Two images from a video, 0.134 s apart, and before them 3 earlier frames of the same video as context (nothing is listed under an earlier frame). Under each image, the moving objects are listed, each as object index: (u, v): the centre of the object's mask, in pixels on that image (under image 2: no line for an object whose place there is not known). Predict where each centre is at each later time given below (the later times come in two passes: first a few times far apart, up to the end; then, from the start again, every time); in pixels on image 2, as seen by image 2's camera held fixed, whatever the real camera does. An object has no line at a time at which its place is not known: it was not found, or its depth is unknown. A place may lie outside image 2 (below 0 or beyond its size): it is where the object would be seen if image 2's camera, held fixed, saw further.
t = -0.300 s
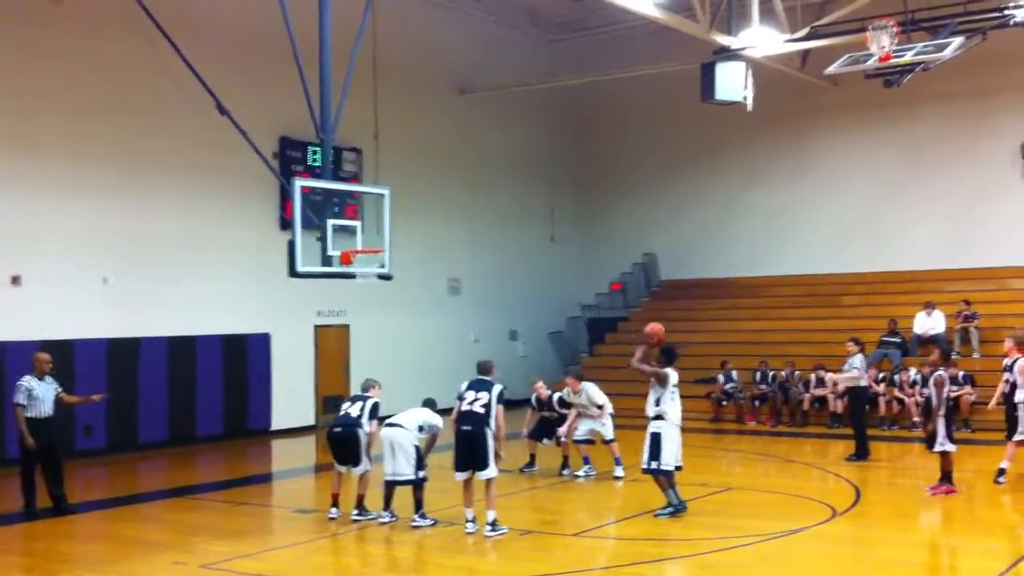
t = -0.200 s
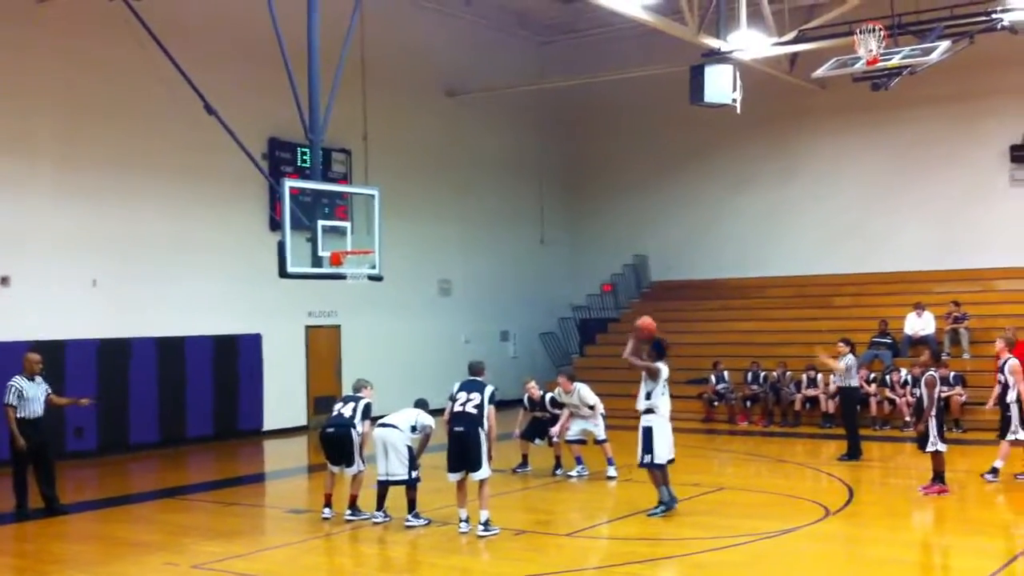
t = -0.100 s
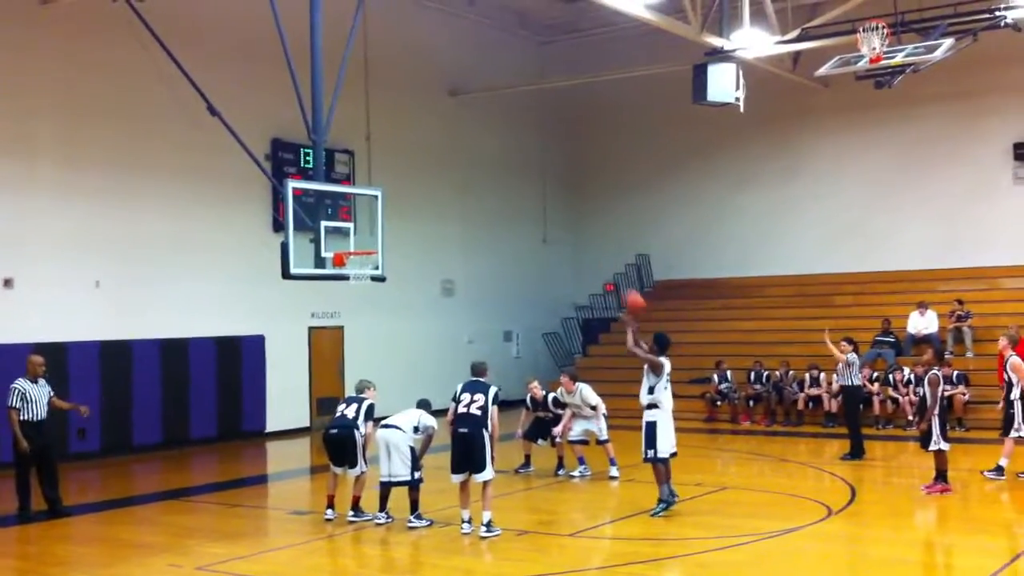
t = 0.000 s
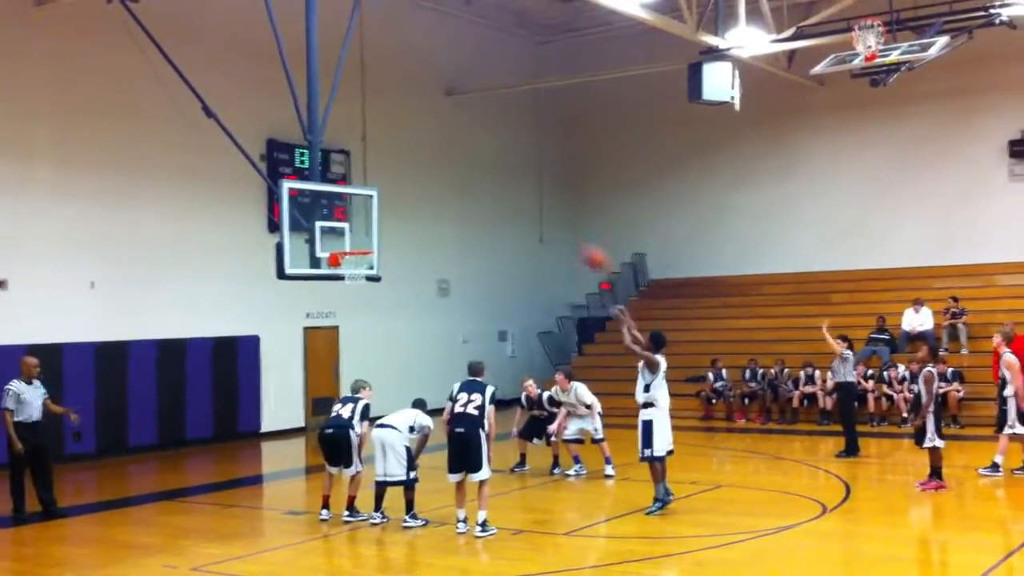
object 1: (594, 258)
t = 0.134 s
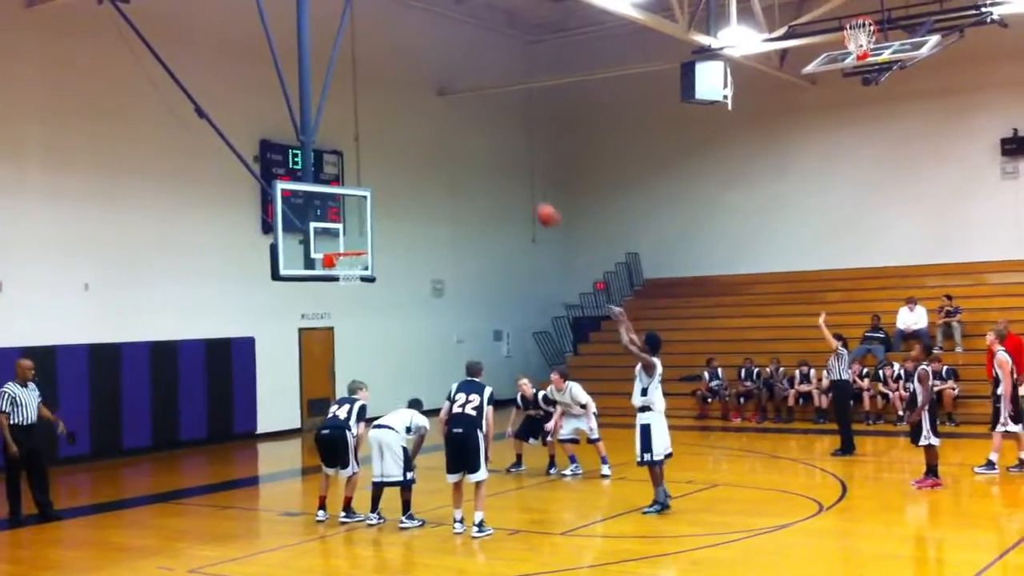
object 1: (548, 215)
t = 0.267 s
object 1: (507, 188)
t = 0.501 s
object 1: (443, 178)
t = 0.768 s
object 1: (379, 216)
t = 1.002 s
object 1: (340, 268)
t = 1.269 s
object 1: (351, 277)
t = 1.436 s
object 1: (360, 308)
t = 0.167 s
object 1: (536, 207)
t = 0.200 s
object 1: (525, 200)
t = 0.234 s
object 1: (515, 193)
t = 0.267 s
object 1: (507, 188)
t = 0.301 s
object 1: (497, 184)
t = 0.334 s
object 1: (487, 180)
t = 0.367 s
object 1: (479, 178)
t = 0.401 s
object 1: (469, 177)
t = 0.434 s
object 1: (460, 176)
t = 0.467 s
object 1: (453, 176)
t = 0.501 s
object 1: (443, 178)
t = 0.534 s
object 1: (433, 180)
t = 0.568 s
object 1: (425, 183)
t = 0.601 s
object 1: (417, 187)
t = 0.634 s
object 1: (409, 192)
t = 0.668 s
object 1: (400, 196)
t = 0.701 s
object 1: (390, 203)
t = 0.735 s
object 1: (385, 209)
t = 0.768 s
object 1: (379, 216)
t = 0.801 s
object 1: (372, 226)
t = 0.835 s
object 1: (362, 237)
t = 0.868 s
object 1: (357, 244)
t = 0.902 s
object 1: (350, 257)
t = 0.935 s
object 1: (345, 261)
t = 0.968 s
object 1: (341, 268)
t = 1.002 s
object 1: (340, 268)
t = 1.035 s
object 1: (339, 269)
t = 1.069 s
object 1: (340, 268)
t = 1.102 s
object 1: (342, 268)
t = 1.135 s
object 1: (344, 269)
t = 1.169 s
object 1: (345, 269)
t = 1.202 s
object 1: (346, 271)
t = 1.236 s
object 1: (349, 274)
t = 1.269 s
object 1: (351, 277)
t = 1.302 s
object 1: (353, 282)
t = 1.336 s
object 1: (354, 286)
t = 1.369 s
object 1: (356, 292)
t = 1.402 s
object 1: (358, 300)
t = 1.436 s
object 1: (360, 308)
